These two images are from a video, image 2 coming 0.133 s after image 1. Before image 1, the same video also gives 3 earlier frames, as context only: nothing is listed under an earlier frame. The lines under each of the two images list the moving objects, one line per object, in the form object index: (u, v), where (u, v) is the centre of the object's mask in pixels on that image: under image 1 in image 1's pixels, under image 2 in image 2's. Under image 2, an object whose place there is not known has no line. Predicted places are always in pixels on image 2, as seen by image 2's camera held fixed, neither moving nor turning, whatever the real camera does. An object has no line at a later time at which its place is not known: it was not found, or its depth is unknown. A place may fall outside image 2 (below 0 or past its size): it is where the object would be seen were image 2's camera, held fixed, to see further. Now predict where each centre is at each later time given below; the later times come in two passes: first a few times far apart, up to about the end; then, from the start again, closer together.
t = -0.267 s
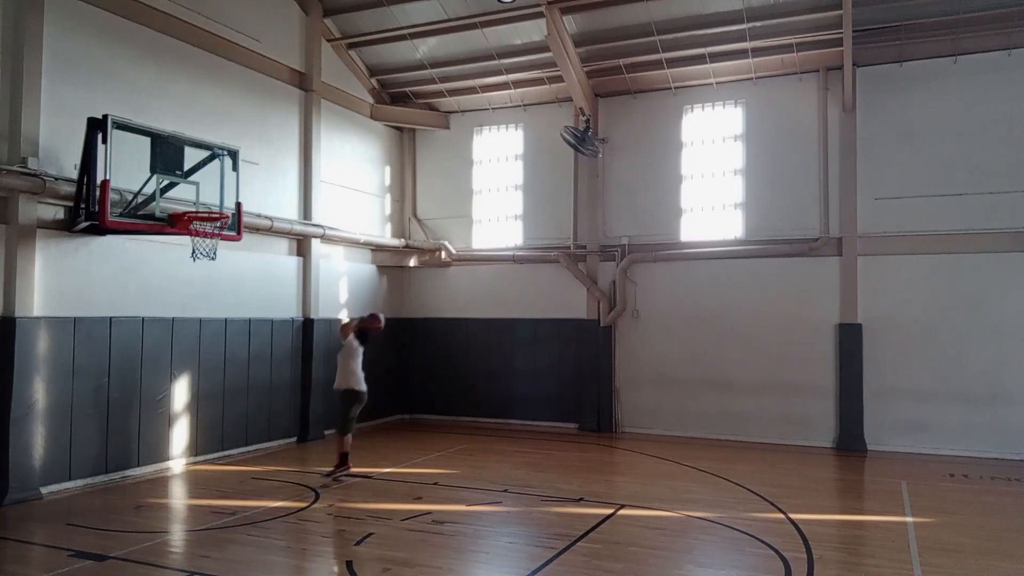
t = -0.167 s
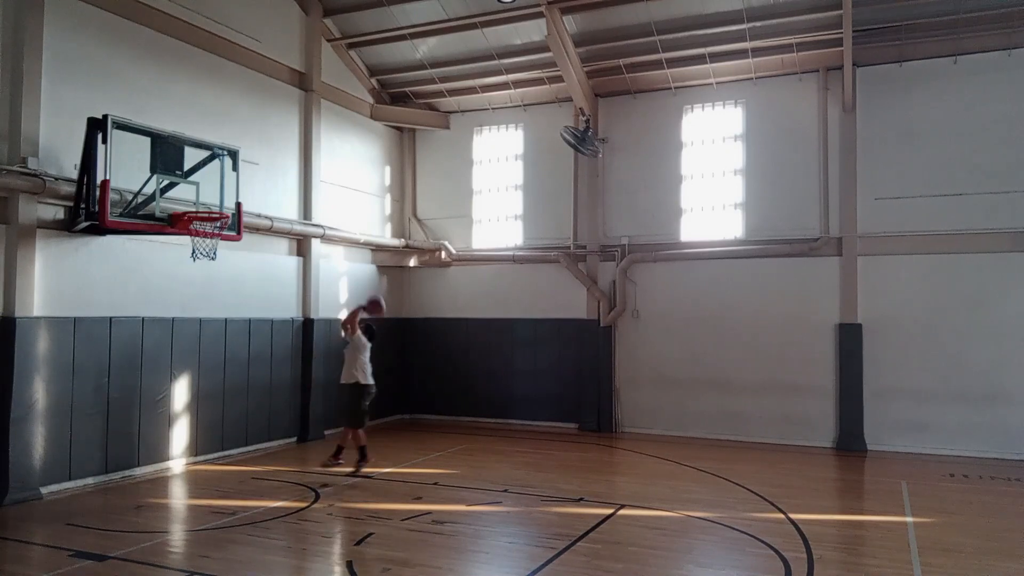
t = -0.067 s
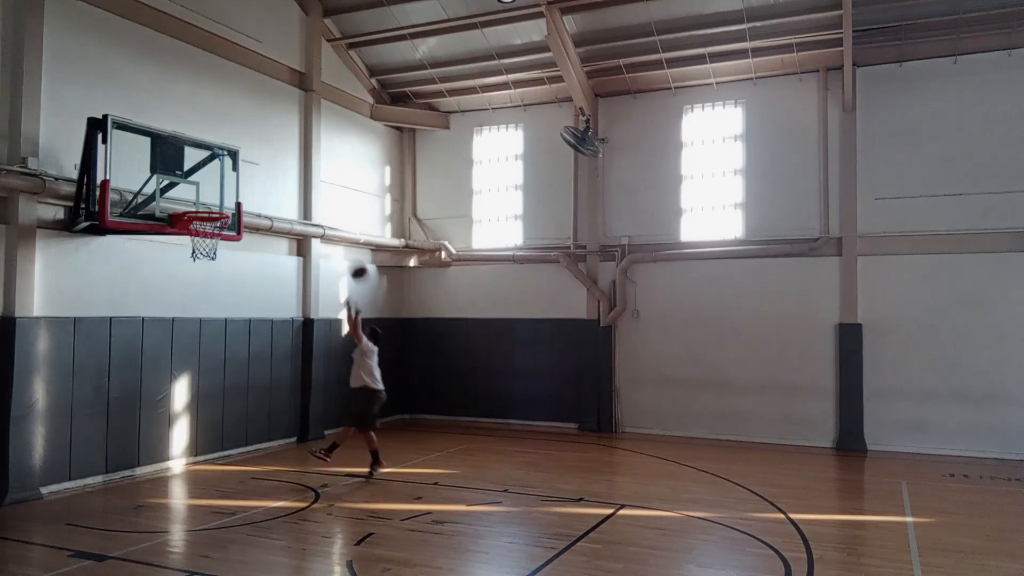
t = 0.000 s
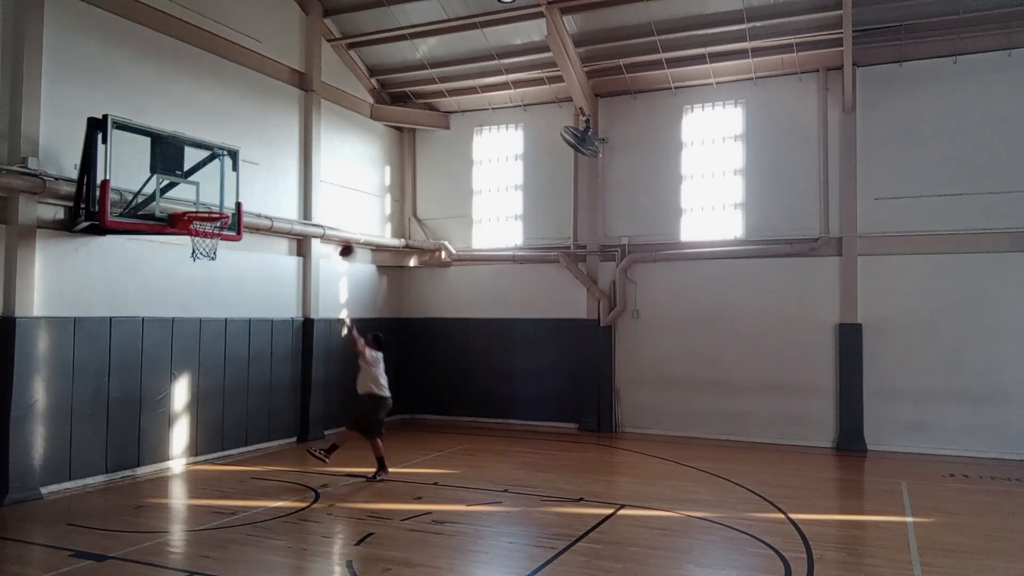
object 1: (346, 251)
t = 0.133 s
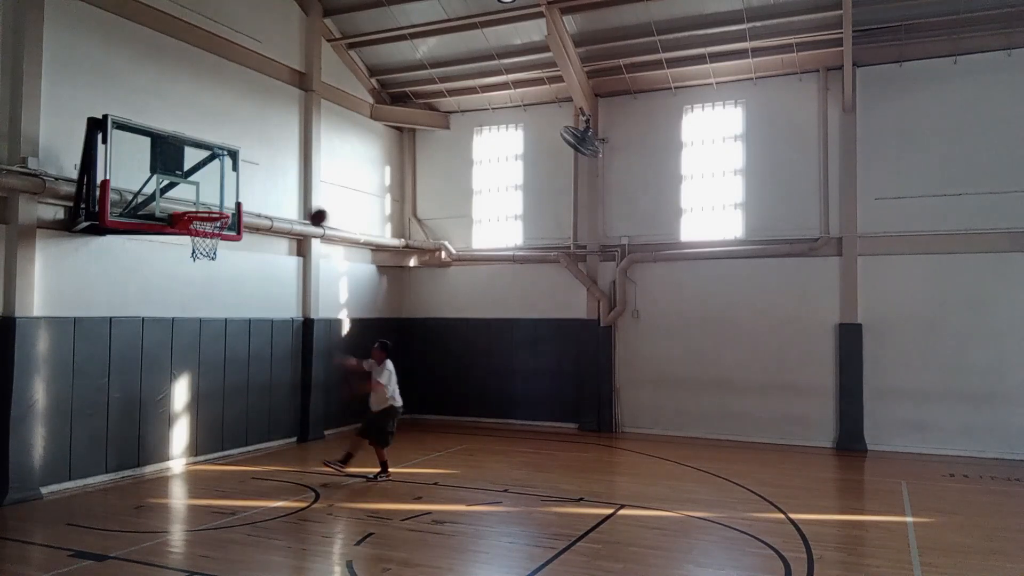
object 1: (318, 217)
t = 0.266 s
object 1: (289, 196)
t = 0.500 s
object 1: (236, 195)
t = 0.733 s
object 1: (184, 236)
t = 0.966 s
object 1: (184, 253)
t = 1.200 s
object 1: (187, 321)
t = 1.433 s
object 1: (191, 443)
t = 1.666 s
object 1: (200, 430)
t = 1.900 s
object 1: (218, 368)
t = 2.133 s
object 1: (234, 357)
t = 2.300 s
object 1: (245, 380)
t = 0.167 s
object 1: (310, 210)
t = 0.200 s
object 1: (304, 205)
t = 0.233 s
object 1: (297, 200)
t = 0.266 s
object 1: (289, 196)
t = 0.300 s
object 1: (282, 193)
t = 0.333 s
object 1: (274, 191)
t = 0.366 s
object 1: (267, 190)
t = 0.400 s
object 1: (259, 190)
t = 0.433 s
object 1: (252, 191)
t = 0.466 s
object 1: (243, 193)
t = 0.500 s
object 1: (236, 195)
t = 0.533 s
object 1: (227, 199)
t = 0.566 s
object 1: (219, 203)
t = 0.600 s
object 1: (210, 206)
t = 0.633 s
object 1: (203, 217)
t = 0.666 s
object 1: (192, 228)
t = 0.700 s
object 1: (187, 232)
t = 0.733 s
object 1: (184, 236)
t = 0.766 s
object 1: (183, 239)
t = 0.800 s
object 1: (182, 241)
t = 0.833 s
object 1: (182, 240)
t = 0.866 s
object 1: (183, 241)
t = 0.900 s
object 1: (183, 244)
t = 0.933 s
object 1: (184, 248)
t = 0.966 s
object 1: (184, 253)
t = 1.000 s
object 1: (185, 260)
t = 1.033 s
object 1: (185, 267)
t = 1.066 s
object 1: (186, 275)
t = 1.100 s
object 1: (186, 284)
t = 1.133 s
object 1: (186, 295)
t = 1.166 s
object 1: (186, 306)
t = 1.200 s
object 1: (187, 321)
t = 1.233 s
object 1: (188, 333)
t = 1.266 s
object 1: (187, 347)
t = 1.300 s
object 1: (187, 362)
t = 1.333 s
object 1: (187, 378)
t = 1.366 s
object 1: (190, 400)
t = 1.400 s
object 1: (189, 418)
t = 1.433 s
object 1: (191, 443)
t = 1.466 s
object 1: (189, 460)
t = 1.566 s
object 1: (192, 474)
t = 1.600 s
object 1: (194, 456)
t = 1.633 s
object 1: (198, 444)
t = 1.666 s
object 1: (200, 430)
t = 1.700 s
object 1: (203, 418)
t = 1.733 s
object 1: (205, 407)
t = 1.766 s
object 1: (208, 398)
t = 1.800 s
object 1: (210, 389)
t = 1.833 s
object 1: (212, 381)
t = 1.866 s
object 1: (215, 374)
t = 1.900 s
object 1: (218, 368)
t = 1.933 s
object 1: (220, 364)
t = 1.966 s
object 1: (223, 360)
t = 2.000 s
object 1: (225, 357)
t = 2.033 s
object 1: (227, 356)
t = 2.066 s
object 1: (230, 355)
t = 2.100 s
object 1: (232, 355)
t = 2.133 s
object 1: (234, 357)
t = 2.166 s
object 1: (236, 359)
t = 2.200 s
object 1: (239, 363)
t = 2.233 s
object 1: (240, 367)
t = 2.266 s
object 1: (243, 373)
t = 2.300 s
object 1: (245, 380)
